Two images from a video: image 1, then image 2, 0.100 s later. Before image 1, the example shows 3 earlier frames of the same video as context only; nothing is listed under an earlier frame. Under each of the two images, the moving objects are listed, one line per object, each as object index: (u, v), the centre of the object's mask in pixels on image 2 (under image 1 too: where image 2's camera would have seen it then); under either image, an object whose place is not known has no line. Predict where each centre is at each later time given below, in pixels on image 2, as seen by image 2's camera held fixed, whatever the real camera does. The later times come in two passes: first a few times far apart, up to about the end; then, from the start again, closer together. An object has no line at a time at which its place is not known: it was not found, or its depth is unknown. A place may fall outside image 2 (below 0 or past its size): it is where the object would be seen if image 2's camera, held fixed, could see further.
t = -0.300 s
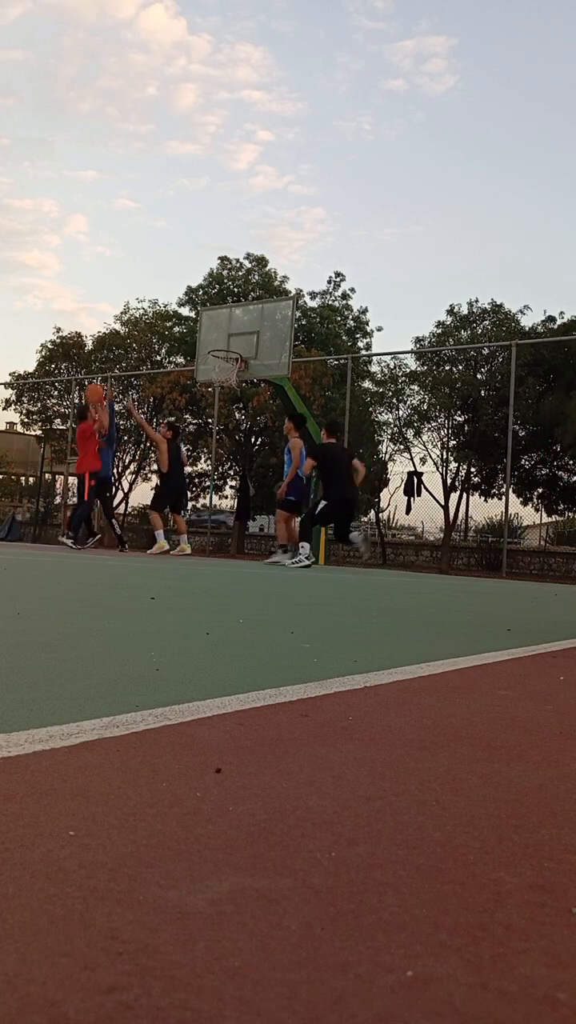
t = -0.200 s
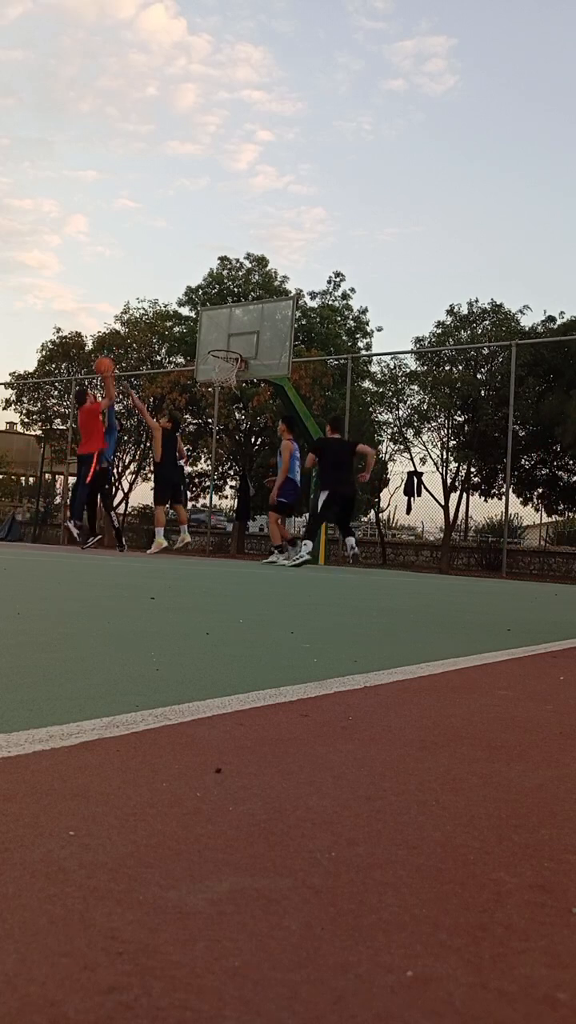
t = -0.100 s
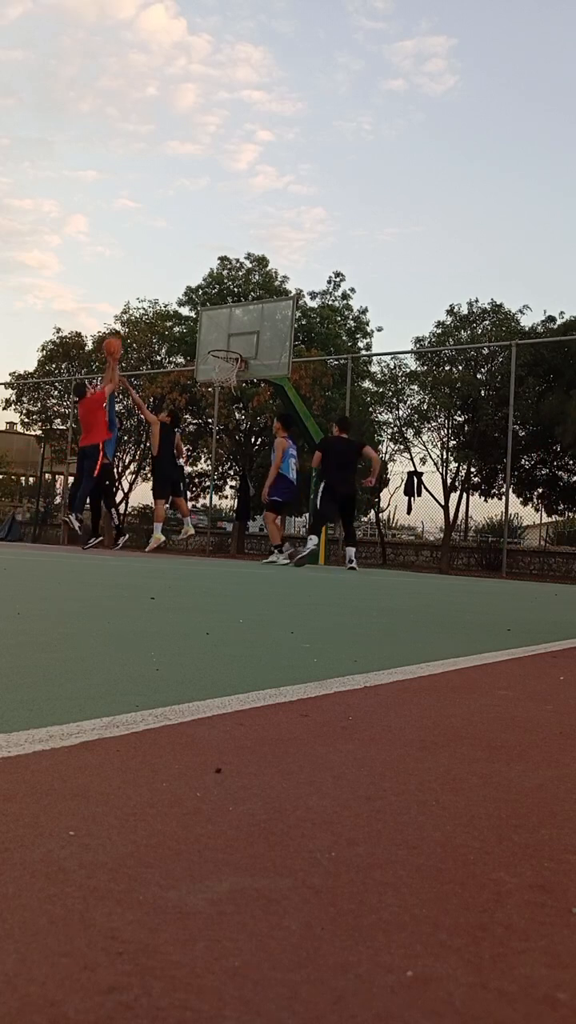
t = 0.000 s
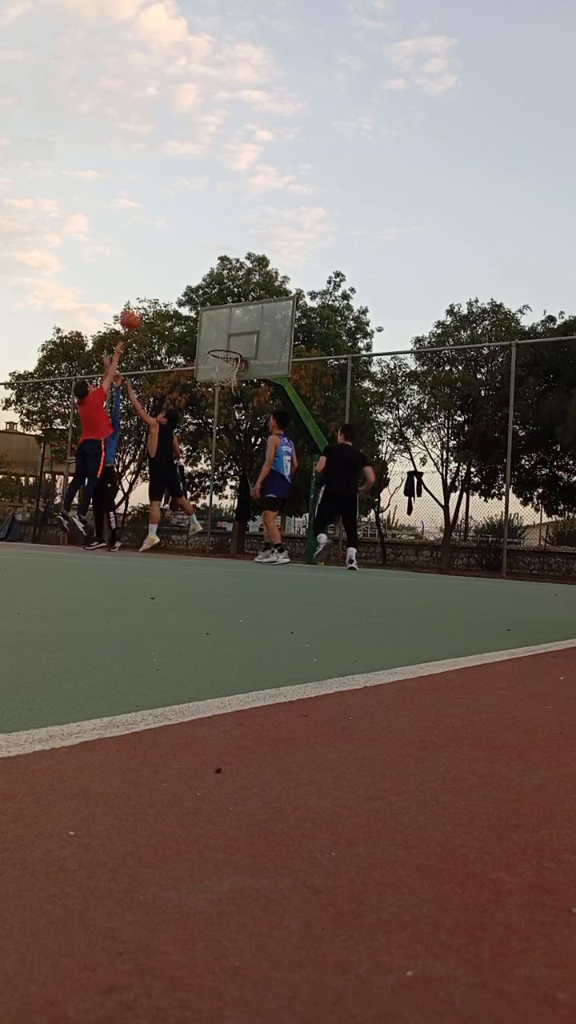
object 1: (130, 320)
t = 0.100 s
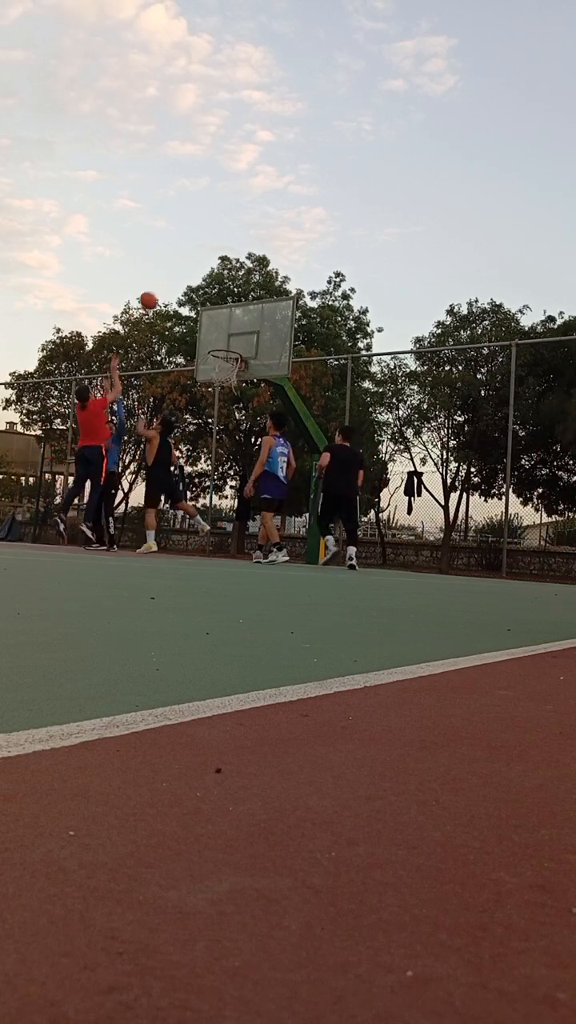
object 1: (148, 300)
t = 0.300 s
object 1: (181, 286)
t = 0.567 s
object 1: (217, 307)
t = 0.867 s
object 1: (229, 335)
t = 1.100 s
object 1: (207, 321)
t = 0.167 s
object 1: (159, 292)
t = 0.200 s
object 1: (165, 289)
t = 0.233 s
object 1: (170, 287)
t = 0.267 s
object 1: (175, 286)
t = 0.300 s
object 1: (181, 286)
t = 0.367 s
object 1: (190, 287)
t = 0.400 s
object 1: (196, 288)
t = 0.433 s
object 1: (201, 291)
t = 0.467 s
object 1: (204, 294)
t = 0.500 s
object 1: (208, 298)
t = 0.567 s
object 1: (217, 307)
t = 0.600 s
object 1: (221, 314)
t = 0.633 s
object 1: (225, 319)
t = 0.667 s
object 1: (229, 327)
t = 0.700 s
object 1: (233, 334)
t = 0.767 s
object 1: (238, 348)
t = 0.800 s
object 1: (235, 345)
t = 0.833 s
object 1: (232, 340)
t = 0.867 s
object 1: (229, 335)
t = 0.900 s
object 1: (226, 331)
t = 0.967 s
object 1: (220, 325)
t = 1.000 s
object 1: (217, 323)
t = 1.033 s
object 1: (214, 321)
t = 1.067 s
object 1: (210, 321)
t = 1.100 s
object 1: (207, 321)
